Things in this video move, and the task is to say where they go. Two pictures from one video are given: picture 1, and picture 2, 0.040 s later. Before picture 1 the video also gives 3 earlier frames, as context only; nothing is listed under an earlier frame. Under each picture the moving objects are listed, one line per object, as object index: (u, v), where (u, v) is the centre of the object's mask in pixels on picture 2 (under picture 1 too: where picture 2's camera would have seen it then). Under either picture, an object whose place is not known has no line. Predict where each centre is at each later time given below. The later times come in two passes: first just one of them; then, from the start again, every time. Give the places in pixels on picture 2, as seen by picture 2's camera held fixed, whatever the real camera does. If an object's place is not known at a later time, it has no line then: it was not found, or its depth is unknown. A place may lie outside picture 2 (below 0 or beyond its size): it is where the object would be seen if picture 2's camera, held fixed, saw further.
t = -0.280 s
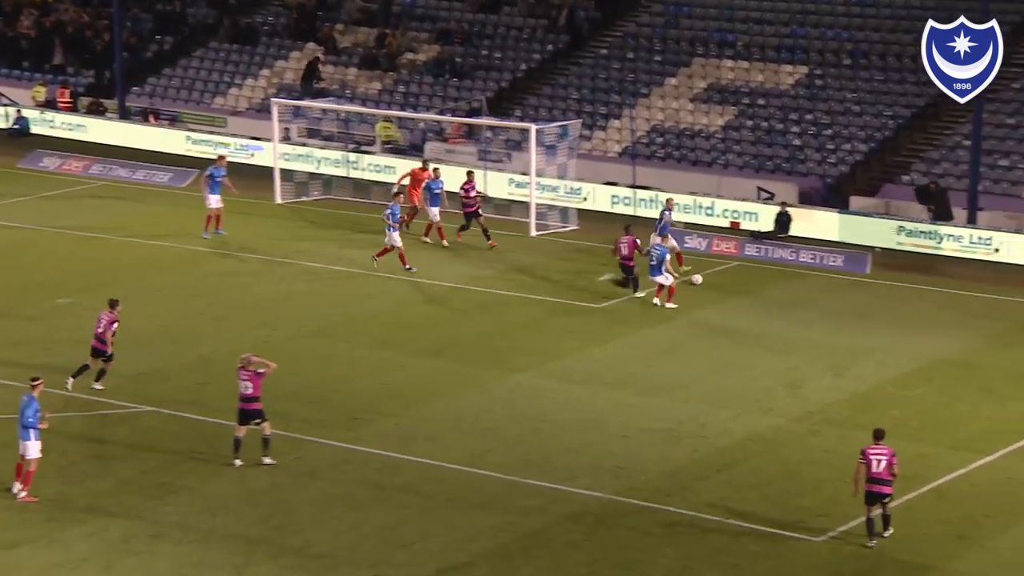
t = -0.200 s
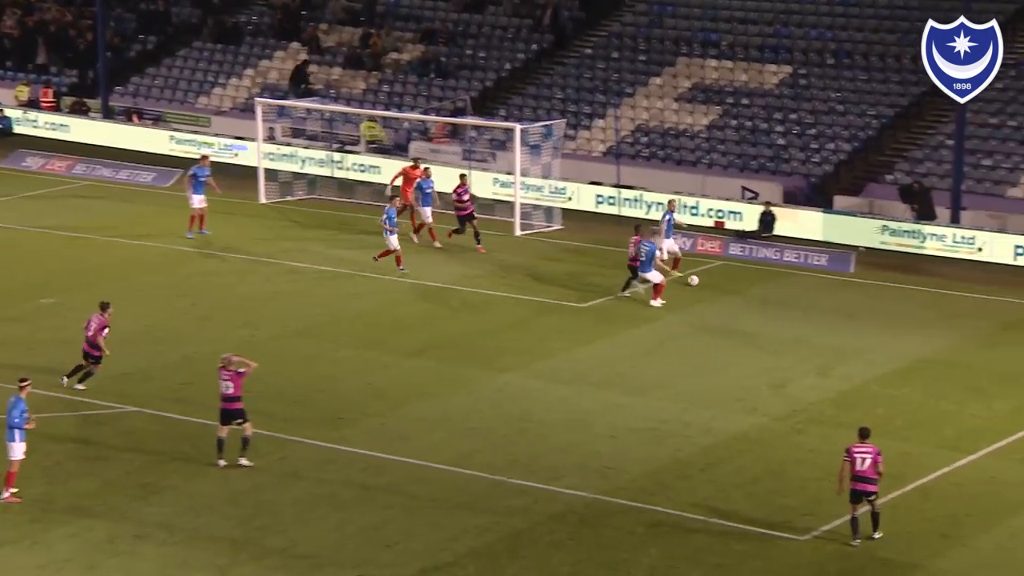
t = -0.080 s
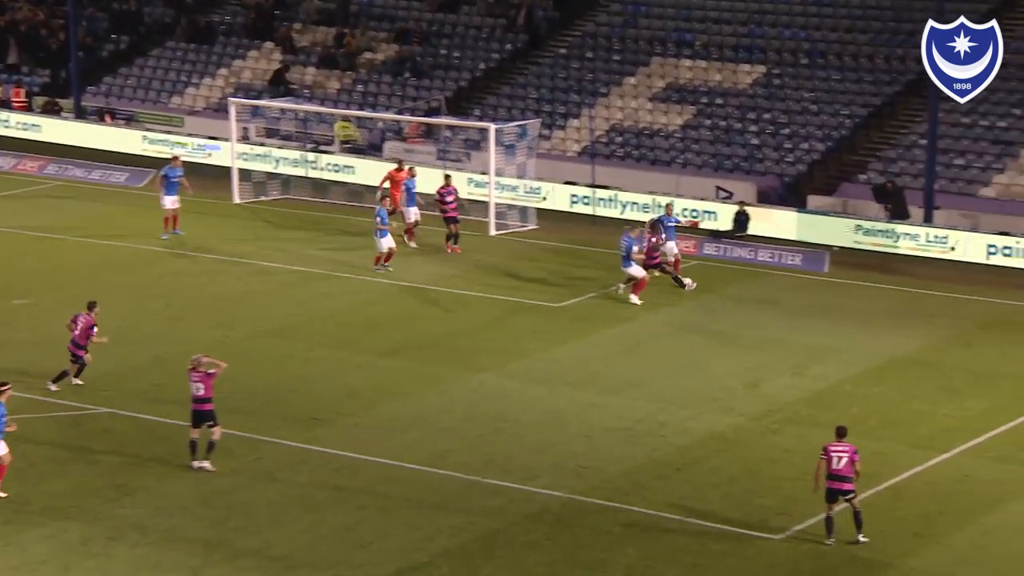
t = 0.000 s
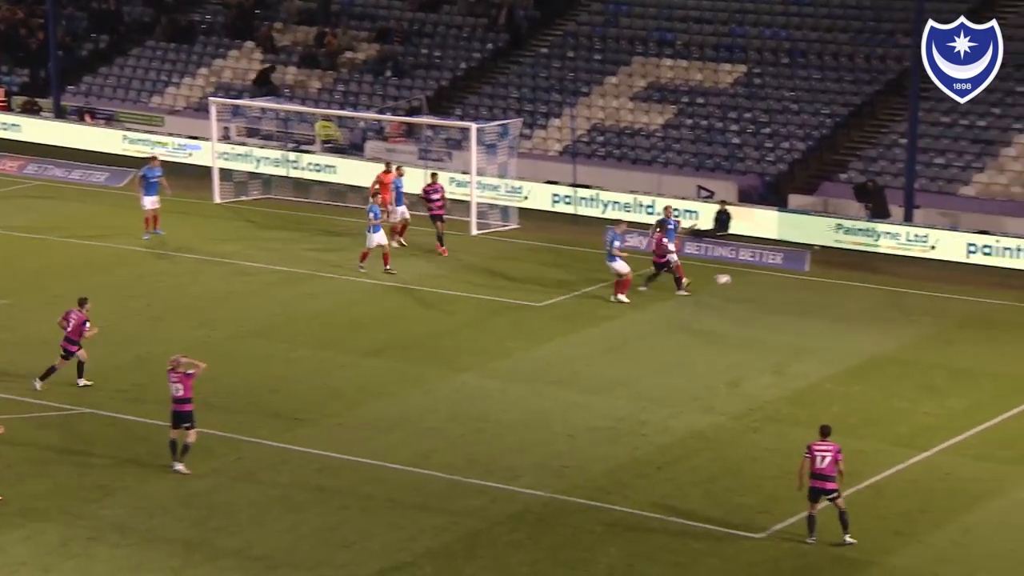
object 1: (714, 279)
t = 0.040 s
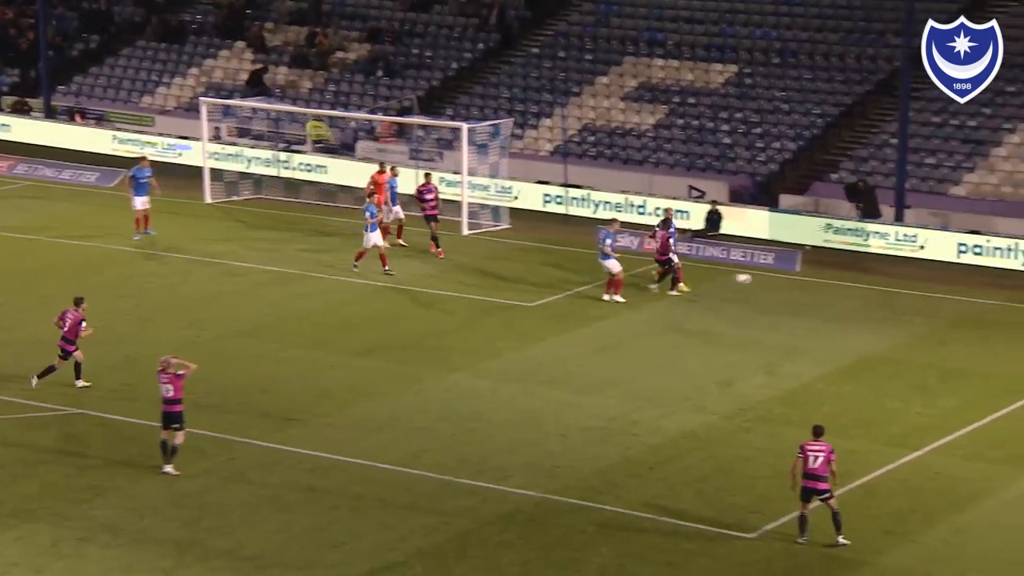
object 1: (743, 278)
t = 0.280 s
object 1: (921, 283)
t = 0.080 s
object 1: (771, 278)
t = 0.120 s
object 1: (801, 278)
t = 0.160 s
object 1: (831, 278)
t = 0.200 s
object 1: (860, 279)
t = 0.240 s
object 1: (890, 281)
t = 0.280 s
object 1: (921, 283)
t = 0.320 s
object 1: (952, 286)
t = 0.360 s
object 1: (982, 289)
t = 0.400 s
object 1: (1014, 293)
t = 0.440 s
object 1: (1046, 298)
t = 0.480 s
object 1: (1078, 304)
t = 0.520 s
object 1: (1112, 310)
